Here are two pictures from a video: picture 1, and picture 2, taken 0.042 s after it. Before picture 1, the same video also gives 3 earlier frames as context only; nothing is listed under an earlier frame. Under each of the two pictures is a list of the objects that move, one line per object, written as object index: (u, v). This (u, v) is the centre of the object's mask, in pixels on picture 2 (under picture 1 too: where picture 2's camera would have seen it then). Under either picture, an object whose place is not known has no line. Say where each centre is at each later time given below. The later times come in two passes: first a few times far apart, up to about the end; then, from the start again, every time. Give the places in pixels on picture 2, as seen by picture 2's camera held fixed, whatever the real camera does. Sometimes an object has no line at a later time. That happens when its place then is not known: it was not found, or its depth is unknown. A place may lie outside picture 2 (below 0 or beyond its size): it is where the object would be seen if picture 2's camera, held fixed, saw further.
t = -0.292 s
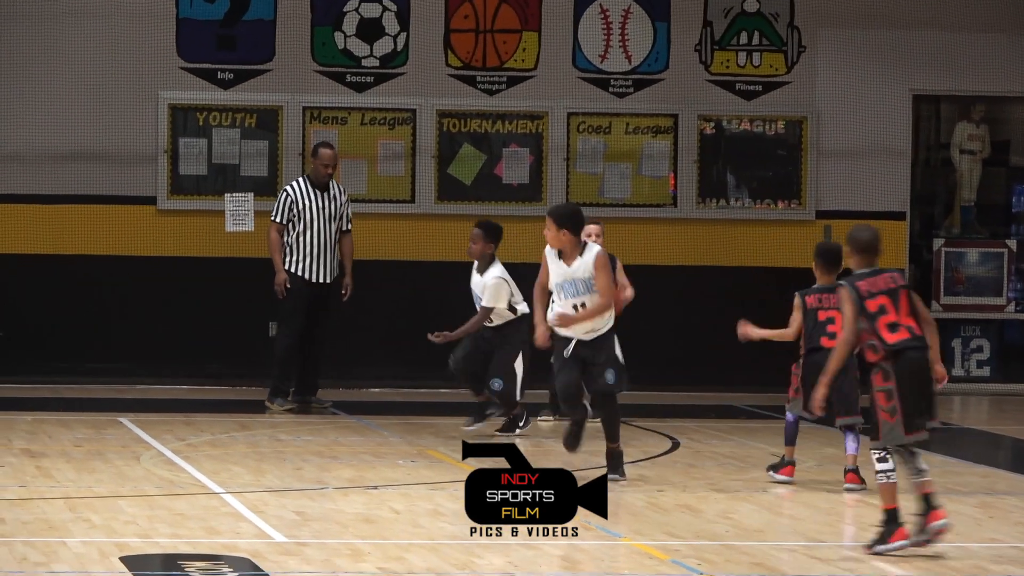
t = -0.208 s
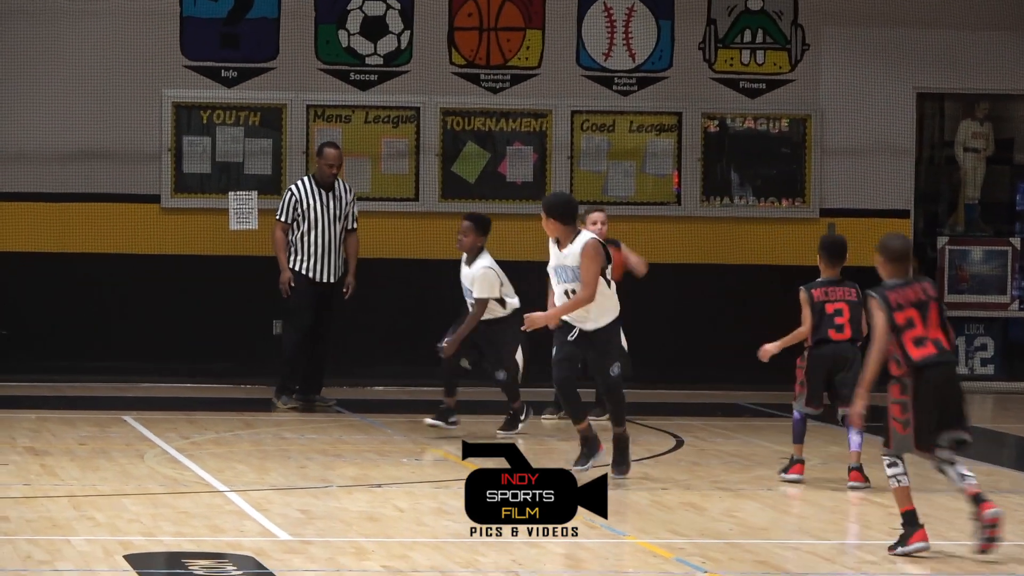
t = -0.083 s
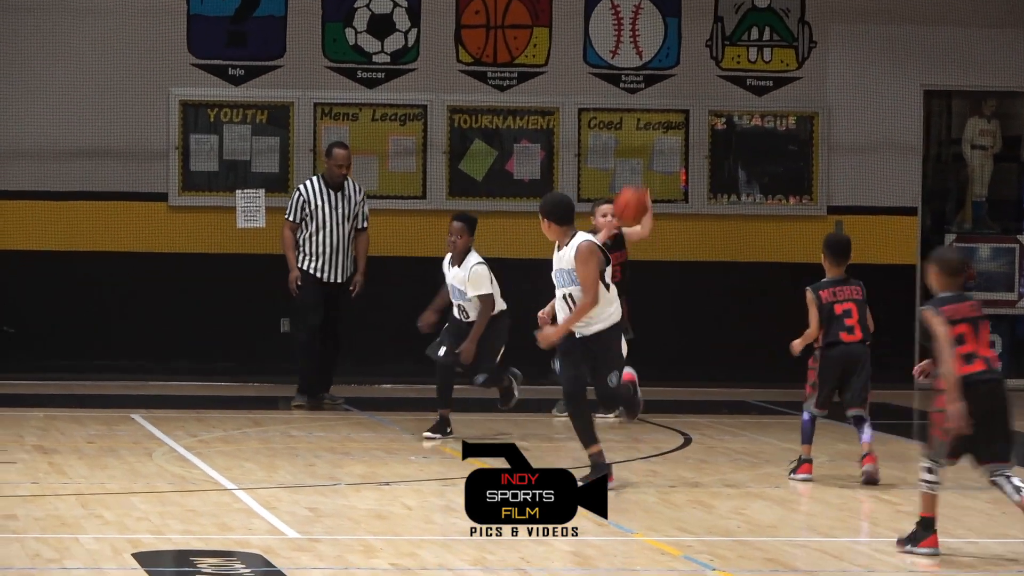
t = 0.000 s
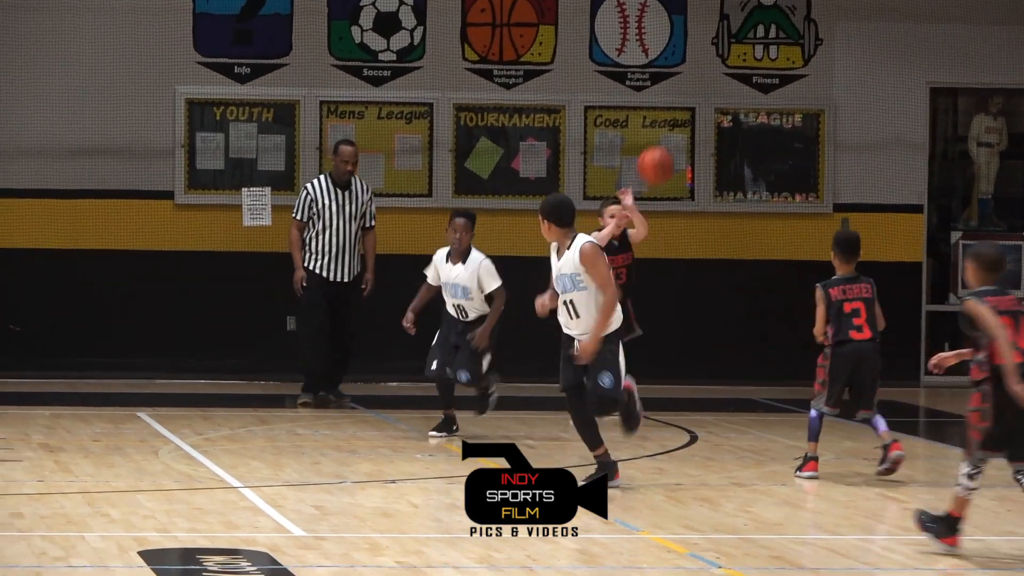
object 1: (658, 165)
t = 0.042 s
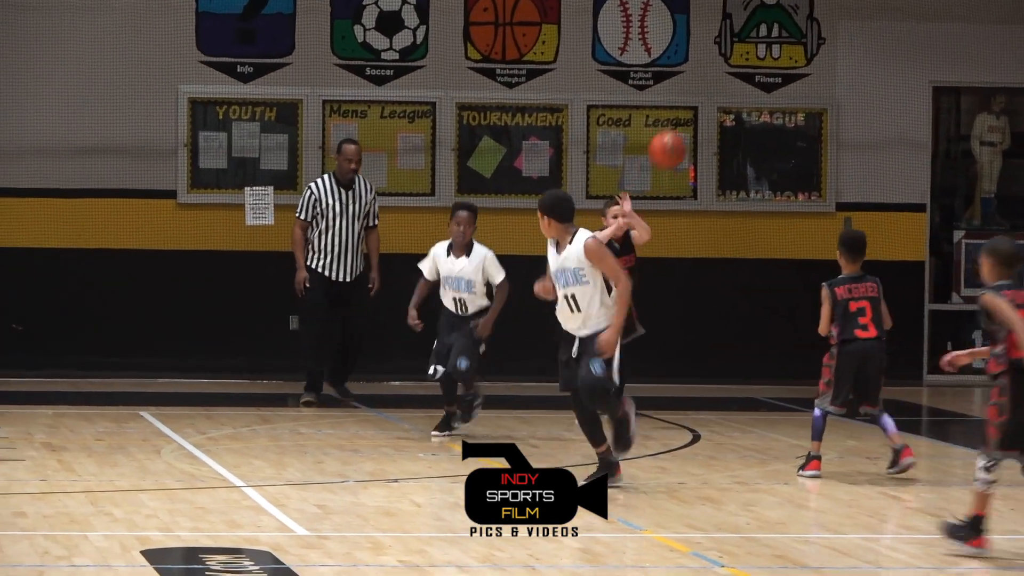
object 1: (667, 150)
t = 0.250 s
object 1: (715, 115)
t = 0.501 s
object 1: (778, 167)
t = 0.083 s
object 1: (677, 137)
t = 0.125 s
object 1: (686, 128)
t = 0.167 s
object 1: (695, 121)
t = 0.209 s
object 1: (705, 117)
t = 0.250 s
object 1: (715, 115)
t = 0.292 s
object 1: (725, 117)
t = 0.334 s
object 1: (736, 121)
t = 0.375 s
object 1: (746, 127)
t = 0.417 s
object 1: (756, 137)
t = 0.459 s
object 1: (767, 151)
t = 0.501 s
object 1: (778, 167)
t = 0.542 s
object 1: (789, 186)
